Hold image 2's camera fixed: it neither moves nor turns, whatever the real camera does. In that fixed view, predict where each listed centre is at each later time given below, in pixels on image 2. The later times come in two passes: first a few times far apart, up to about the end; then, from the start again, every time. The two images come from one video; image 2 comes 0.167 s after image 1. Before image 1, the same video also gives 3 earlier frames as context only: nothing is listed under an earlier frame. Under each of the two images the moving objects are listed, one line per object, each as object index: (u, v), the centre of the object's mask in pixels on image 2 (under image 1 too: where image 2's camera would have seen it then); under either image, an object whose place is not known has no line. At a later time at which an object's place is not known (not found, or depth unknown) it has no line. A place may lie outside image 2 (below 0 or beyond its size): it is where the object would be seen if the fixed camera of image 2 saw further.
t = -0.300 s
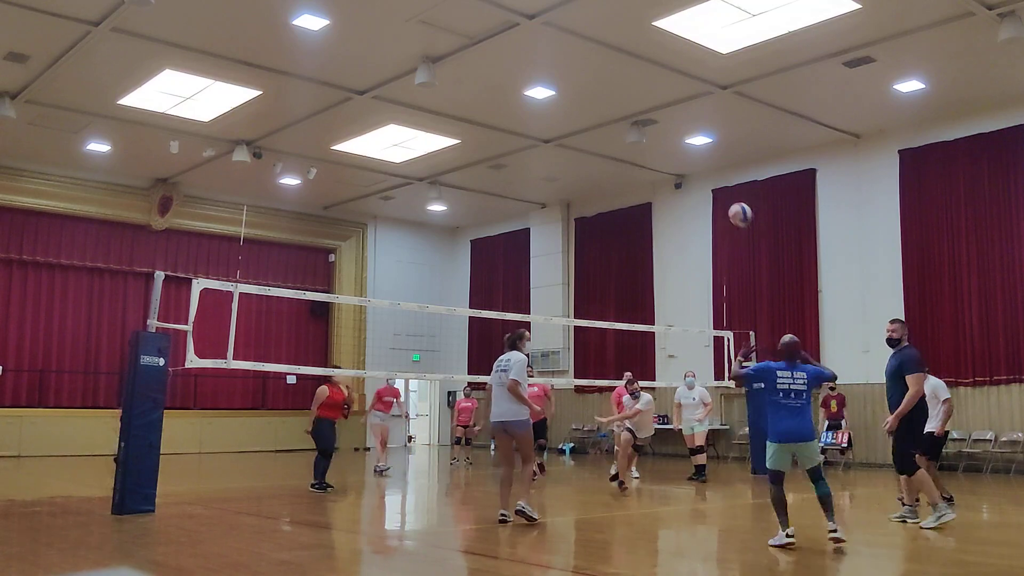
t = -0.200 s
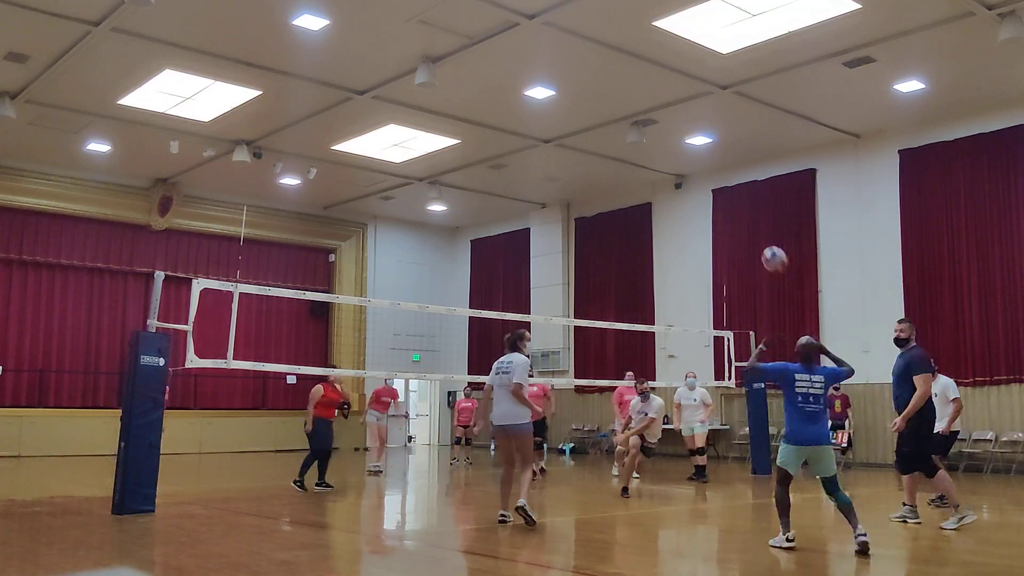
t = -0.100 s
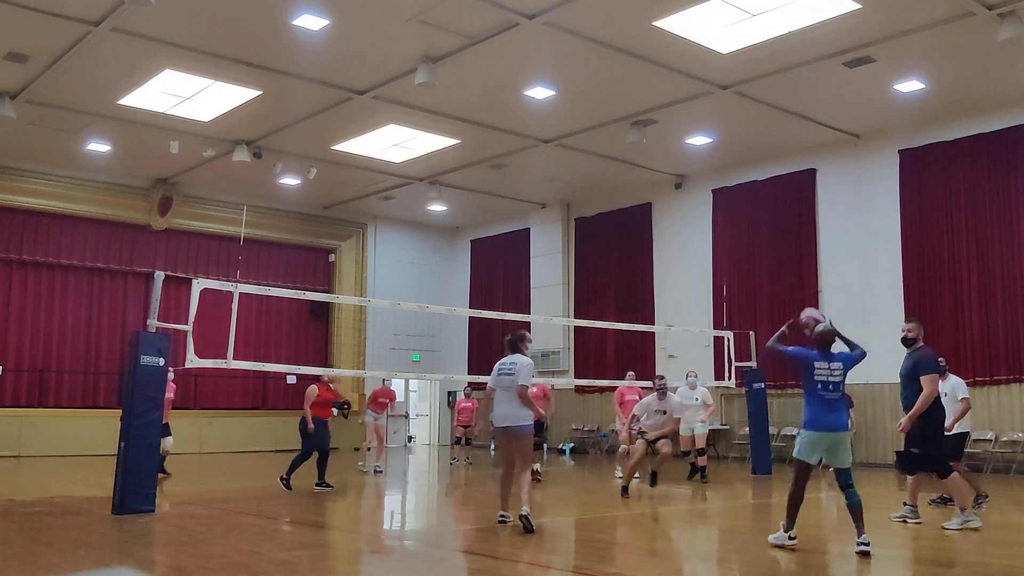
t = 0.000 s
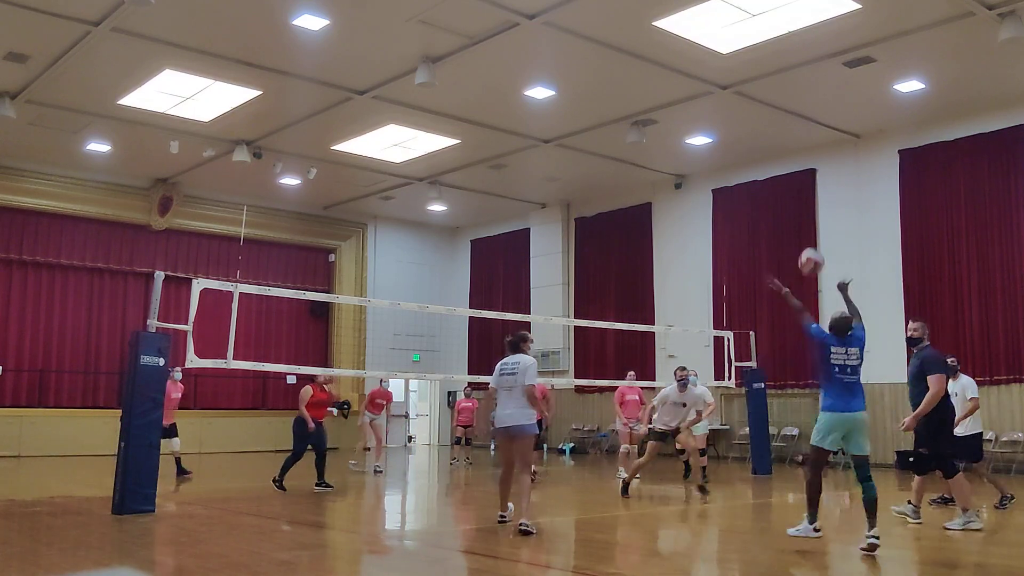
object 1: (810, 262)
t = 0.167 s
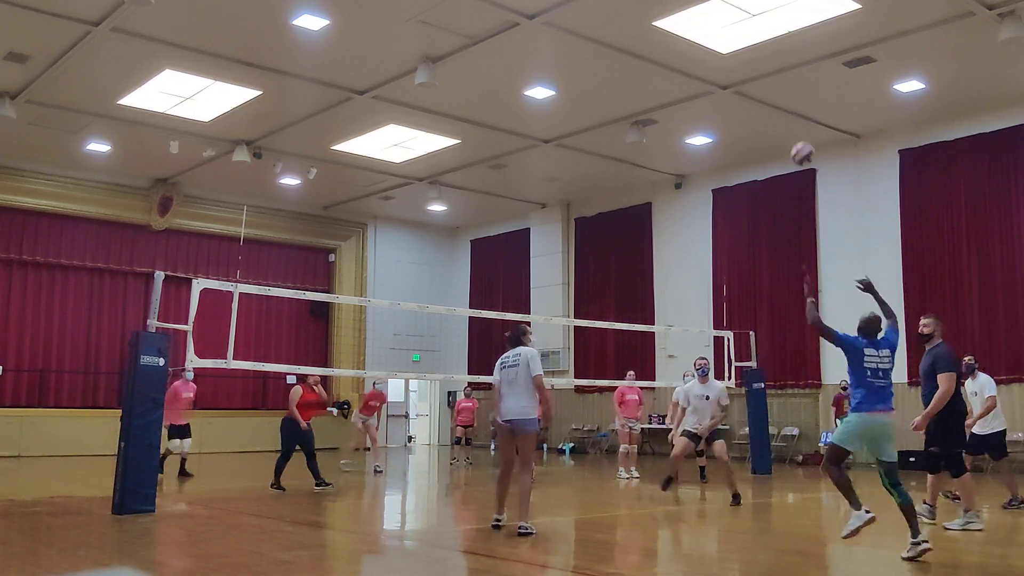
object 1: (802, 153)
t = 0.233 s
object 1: (800, 123)
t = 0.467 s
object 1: (792, 66)
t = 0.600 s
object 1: (790, 60)
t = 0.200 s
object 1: (801, 137)
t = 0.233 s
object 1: (800, 123)
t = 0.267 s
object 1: (799, 110)
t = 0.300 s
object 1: (797, 99)
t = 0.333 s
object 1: (796, 90)
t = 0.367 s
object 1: (795, 83)
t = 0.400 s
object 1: (794, 77)
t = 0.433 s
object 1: (793, 70)
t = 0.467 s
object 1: (792, 66)
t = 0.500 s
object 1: (792, 64)
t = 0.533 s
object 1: (791, 62)
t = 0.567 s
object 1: (791, 62)
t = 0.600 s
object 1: (790, 60)
